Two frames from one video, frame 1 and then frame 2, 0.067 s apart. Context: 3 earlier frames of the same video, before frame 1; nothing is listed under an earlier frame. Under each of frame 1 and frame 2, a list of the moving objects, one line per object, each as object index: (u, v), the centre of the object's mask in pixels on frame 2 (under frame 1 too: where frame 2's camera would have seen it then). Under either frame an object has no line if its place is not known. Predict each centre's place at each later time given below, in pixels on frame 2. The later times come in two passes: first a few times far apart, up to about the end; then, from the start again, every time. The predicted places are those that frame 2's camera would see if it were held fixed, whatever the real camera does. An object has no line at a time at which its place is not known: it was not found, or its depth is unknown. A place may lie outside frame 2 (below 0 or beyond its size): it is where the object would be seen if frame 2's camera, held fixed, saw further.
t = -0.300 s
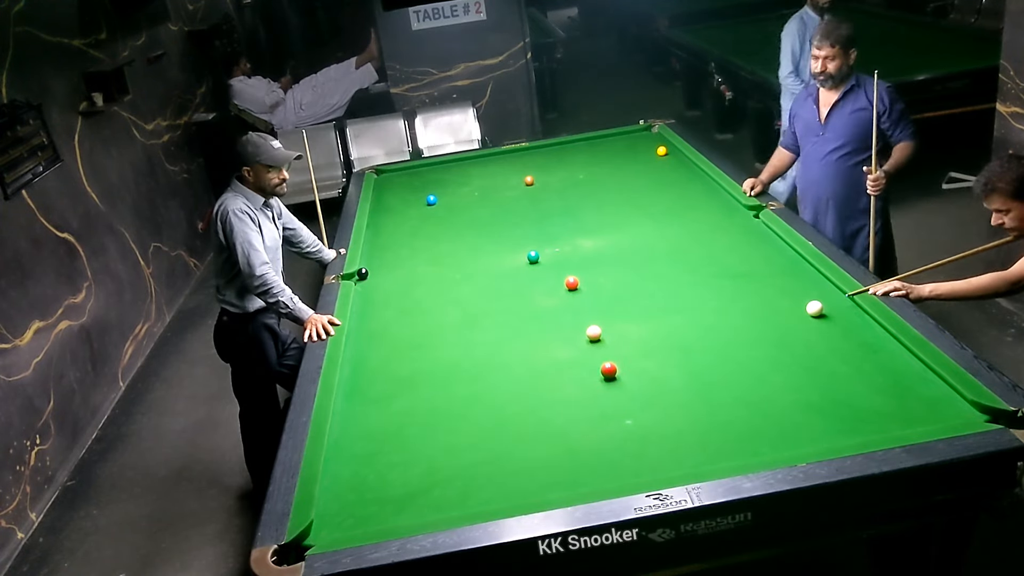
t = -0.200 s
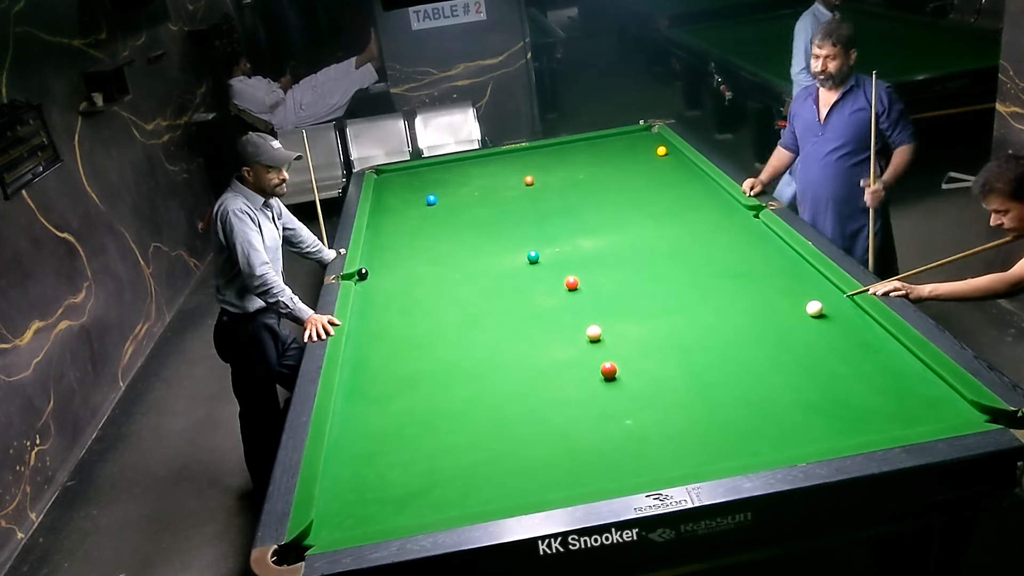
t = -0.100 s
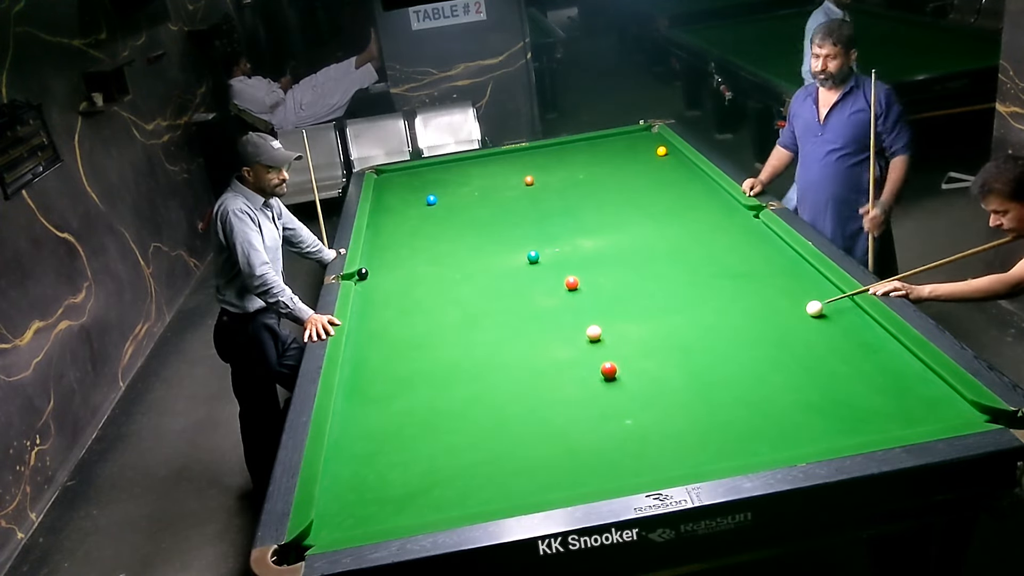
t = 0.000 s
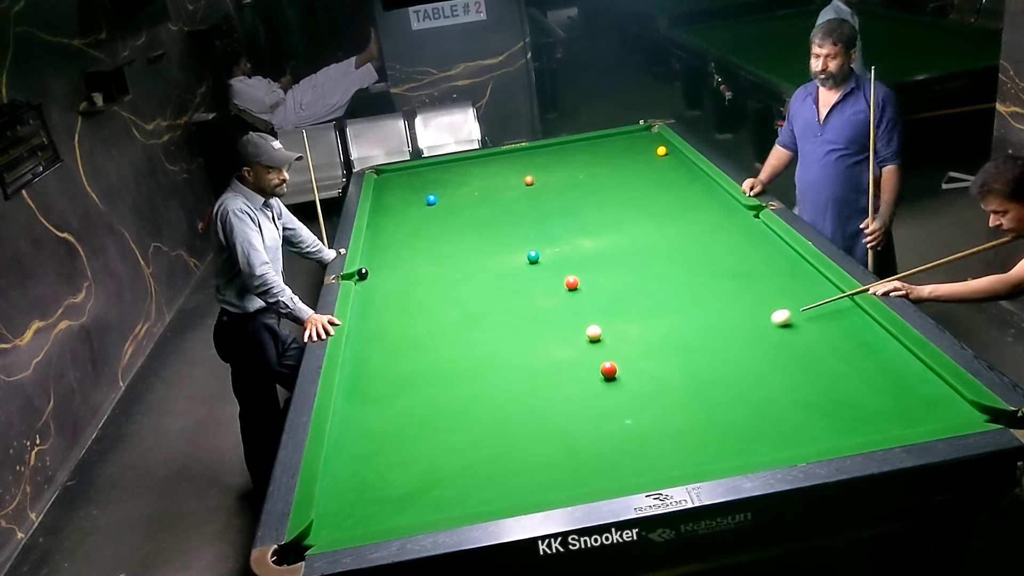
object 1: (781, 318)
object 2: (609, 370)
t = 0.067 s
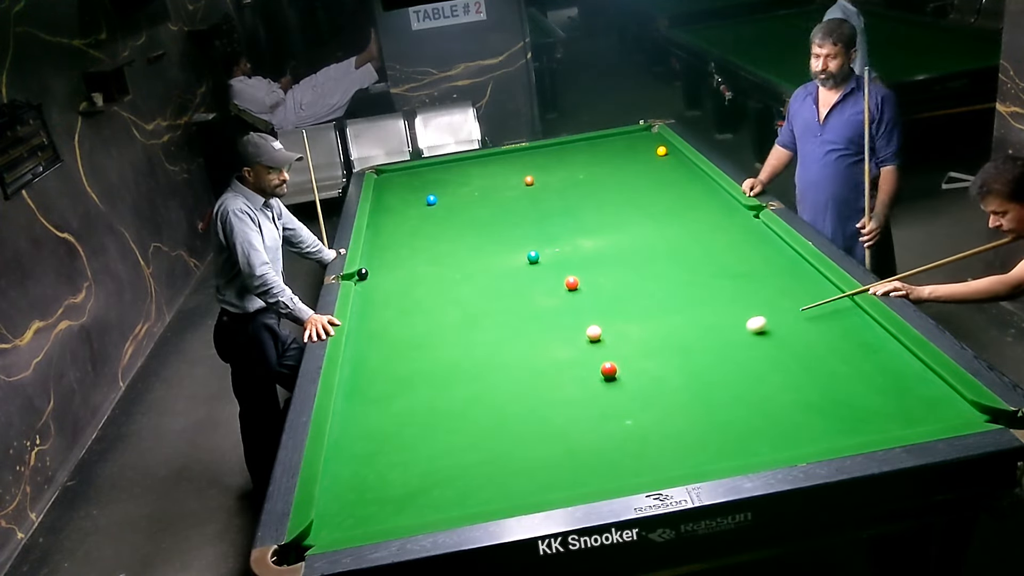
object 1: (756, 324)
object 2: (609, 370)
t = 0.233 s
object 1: (694, 341)
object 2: (609, 371)
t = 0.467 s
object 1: (615, 362)
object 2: (600, 375)
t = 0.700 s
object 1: (575, 361)
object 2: (556, 400)
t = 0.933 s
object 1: (539, 360)
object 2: (512, 424)
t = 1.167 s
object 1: (505, 359)
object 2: (467, 450)
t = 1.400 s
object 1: (475, 359)
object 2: (421, 476)
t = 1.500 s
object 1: (463, 359)
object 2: (401, 487)
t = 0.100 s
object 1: (744, 328)
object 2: (609, 371)
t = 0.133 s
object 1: (732, 331)
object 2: (609, 371)
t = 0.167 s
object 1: (719, 335)
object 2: (609, 371)
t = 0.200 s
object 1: (707, 338)
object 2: (609, 371)
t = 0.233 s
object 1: (694, 341)
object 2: (609, 371)
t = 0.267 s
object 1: (681, 345)
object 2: (609, 371)
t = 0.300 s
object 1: (669, 349)
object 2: (609, 371)
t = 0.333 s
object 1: (657, 352)
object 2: (609, 371)
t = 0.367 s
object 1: (644, 356)
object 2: (608, 371)
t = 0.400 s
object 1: (631, 359)
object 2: (609, 371)
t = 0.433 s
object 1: (620, 362)
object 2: (607, 371)
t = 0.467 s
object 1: (615, 362)
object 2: (600, 375)
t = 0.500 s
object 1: (610, 362)
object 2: (593, 379)
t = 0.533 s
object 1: (604, 362)
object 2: (587, 383)
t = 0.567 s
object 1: (598, 361)
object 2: (581, 386)
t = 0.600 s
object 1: (592, 361)
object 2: (575, 390)
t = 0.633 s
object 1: (587, 361)
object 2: (568, 393)
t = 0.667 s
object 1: (581, 361)
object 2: (562, 397)
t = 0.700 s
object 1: (575, 361)
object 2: (556, 400)
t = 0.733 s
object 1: (570, 360)
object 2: (550, 403)
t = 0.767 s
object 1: (565, 360)
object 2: (544, 407)
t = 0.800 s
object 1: (559, 360)
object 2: (537, 411)
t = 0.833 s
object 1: (554, 360)
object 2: (531, 414)
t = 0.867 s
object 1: (549, 360)
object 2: (525, 417)
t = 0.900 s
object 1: (544, 360)
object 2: (518, 421)
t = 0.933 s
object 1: (539, 360)
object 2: (512, 424)
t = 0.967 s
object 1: (534, 360)
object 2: (506, 428)
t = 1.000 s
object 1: (529, 360)
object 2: (499, 432)
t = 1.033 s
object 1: (524, 360)
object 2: (493, 435)
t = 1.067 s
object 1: (519, 360)
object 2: (486, 439)
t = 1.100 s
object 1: (515, 360)
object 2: (480, 443)
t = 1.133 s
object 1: (510, 359)
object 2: (474, 446)
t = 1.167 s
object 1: (505, 359)
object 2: (467, 450)
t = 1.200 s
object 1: (501, 359)
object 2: (460, 453)
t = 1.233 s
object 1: (496, 359)
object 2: (454, 457)
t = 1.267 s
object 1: (492, 359)
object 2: (447, 461)
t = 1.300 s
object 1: (488, 359)
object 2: (440, 464)
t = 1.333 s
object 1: (483, 359)
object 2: (434, 467)
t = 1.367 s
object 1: (479, 359)
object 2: (427, 472)
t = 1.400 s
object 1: (475, 359)
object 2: (421, 476)
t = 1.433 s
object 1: (471, 359)
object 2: (414, 479)
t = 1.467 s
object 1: (467, 359)
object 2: (407, 483)
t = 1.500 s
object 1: (463, 359)
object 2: (401, 487)
